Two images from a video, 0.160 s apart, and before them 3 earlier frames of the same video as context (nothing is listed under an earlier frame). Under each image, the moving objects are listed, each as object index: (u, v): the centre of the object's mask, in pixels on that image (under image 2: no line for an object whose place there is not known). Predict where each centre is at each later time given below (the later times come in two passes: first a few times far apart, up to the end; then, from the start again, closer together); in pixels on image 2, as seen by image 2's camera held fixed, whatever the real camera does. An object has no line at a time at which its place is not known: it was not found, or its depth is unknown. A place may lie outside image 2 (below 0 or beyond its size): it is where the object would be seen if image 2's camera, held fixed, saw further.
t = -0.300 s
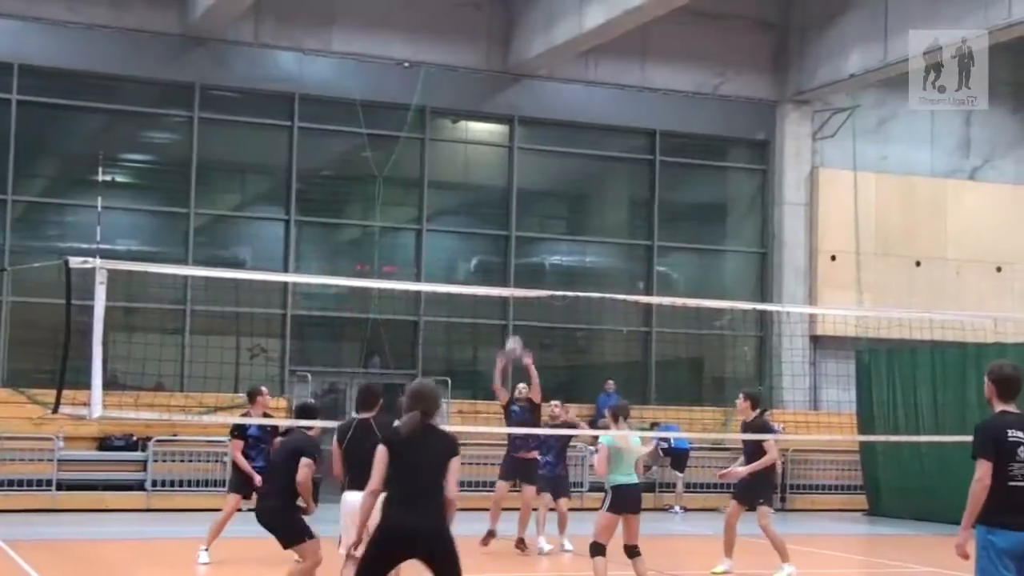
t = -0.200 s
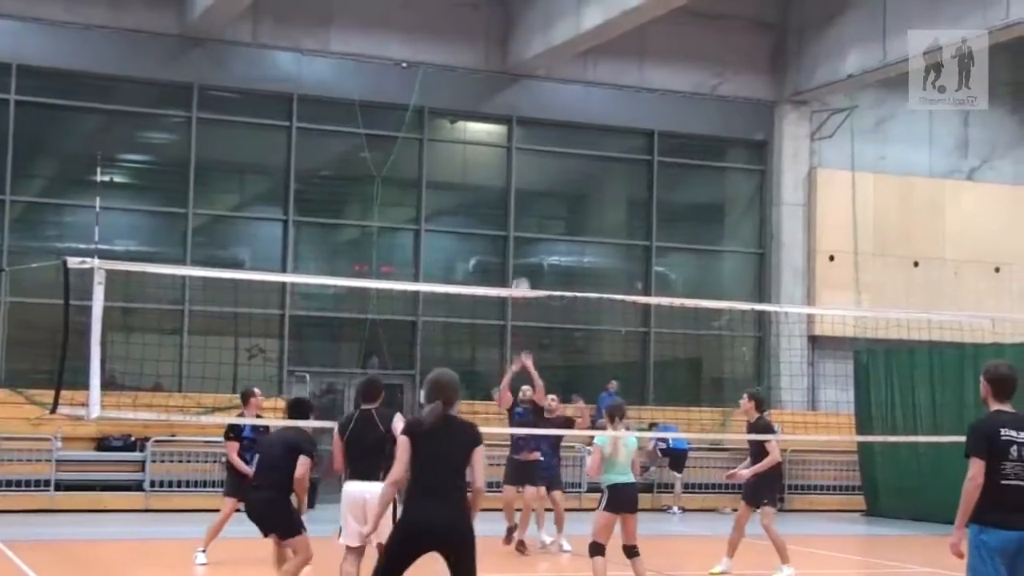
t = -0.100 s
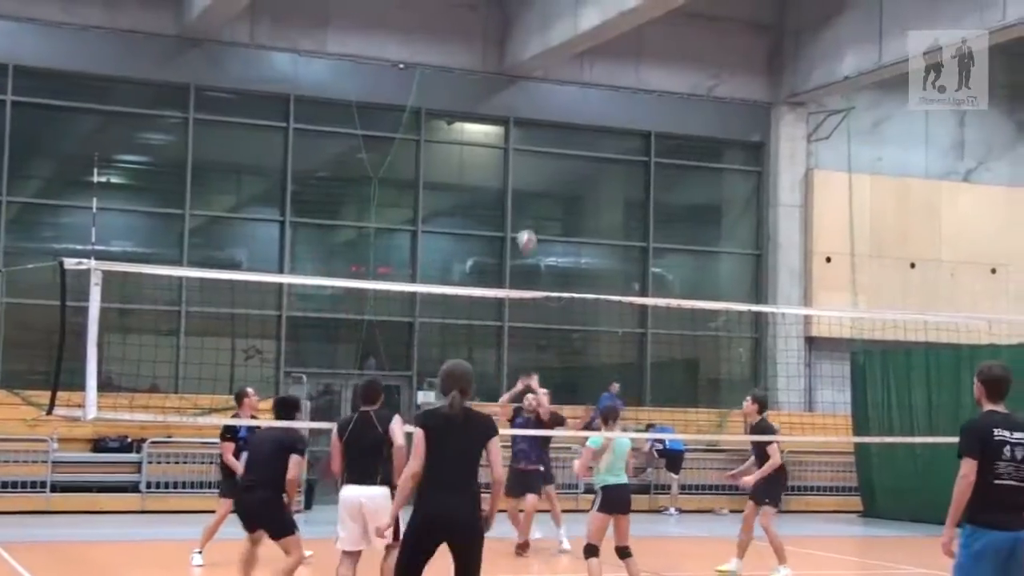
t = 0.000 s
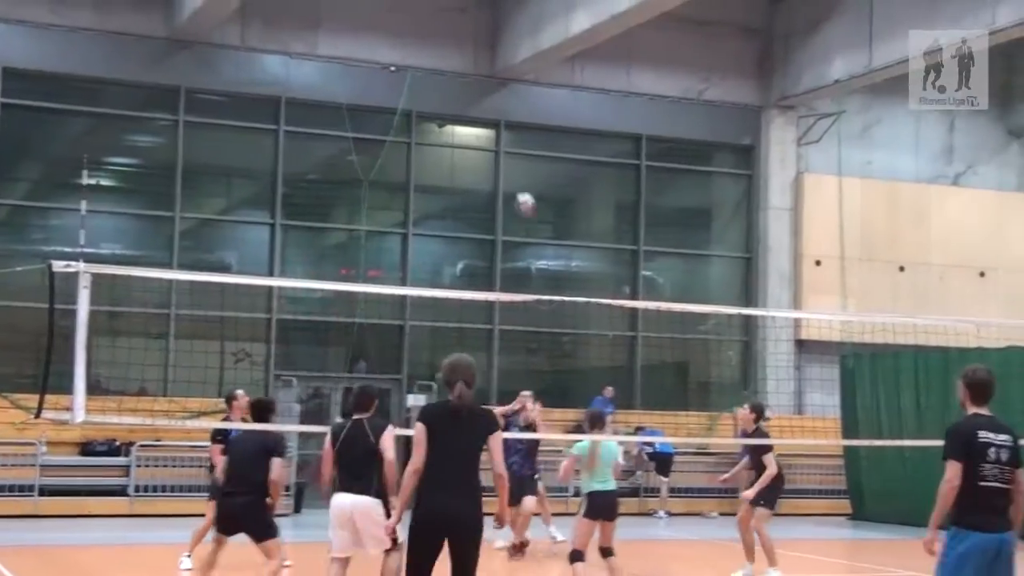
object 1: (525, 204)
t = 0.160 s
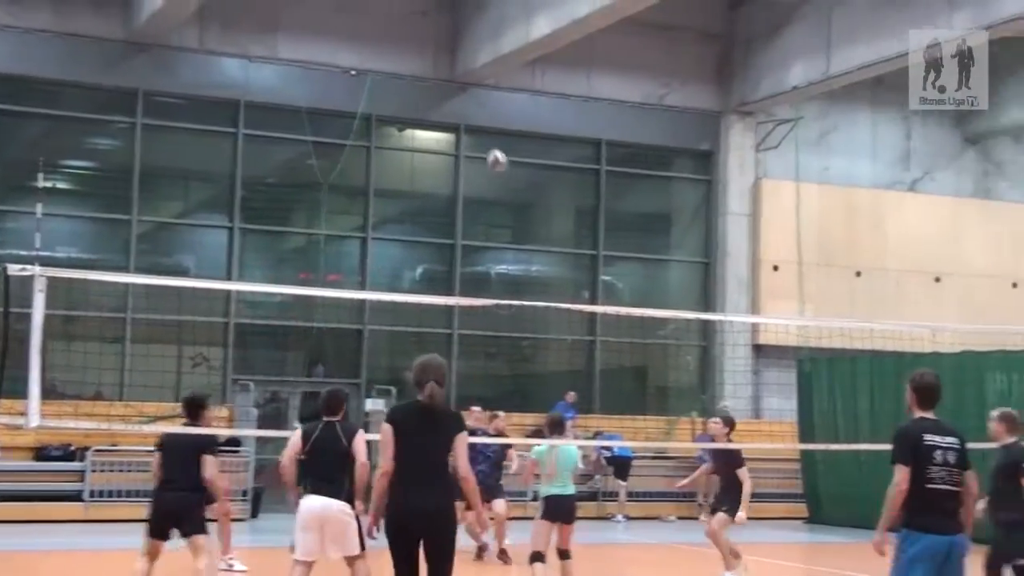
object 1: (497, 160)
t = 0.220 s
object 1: (501, 148)
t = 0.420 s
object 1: (514, 135)
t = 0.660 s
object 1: (529, 169)
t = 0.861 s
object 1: (542, 242)
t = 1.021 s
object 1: (552, 337)
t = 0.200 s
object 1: (499, 152)
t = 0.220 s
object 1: (501, 148)
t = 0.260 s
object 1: (503, 143)
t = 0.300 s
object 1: (506, 139)
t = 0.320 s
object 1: (507, 137)
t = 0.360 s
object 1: (510, 135)
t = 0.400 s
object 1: (513, 135)
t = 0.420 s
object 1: (514, 135)
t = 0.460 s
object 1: (516, 136)
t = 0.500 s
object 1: (518, 139)
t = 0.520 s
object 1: (519, 141)
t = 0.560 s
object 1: (522, 147)
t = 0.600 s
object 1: (525, 154)
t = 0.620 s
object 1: (527, 158)
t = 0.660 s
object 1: (529, 169)
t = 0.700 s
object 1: (531, 182)
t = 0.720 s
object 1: (533, 187)
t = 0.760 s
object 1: (535, 202)
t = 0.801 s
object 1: (538, 217)
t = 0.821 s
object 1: (539, 227)
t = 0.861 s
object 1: (542, 242)
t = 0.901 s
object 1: (544, 266)
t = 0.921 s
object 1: (545, 276)
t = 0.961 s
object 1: (547, 294)
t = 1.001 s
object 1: (550, 325)
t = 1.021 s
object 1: (552, 337)
